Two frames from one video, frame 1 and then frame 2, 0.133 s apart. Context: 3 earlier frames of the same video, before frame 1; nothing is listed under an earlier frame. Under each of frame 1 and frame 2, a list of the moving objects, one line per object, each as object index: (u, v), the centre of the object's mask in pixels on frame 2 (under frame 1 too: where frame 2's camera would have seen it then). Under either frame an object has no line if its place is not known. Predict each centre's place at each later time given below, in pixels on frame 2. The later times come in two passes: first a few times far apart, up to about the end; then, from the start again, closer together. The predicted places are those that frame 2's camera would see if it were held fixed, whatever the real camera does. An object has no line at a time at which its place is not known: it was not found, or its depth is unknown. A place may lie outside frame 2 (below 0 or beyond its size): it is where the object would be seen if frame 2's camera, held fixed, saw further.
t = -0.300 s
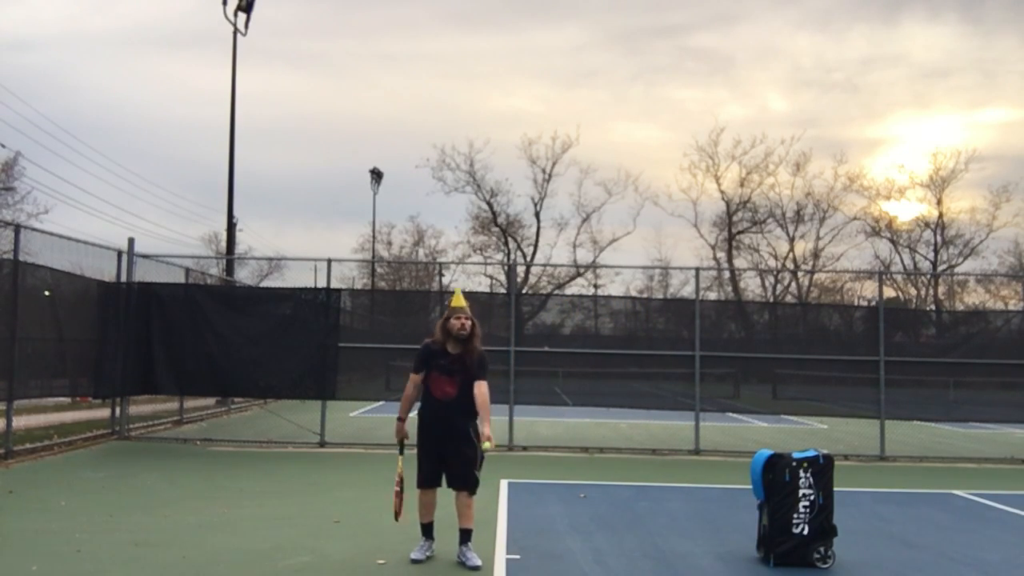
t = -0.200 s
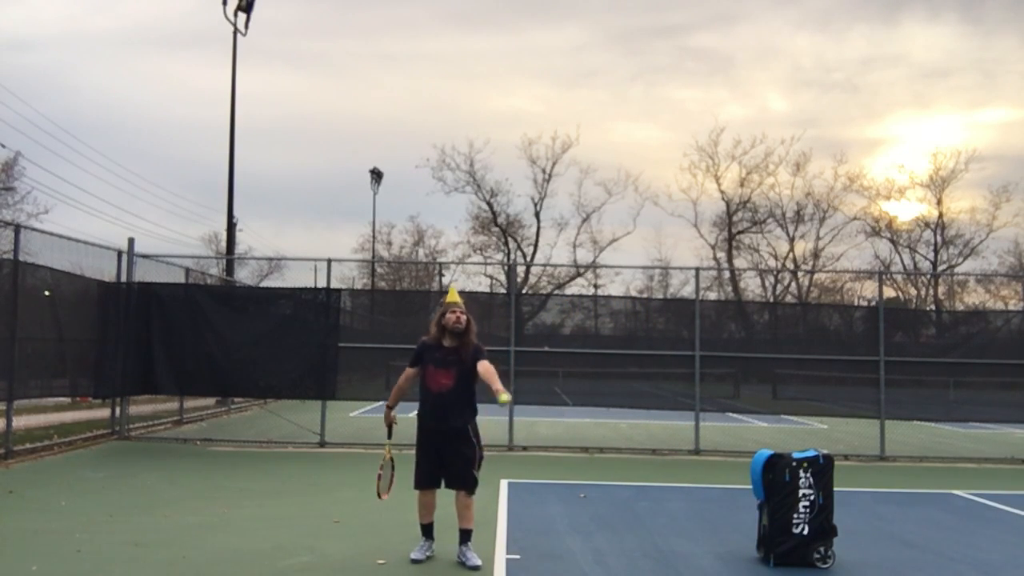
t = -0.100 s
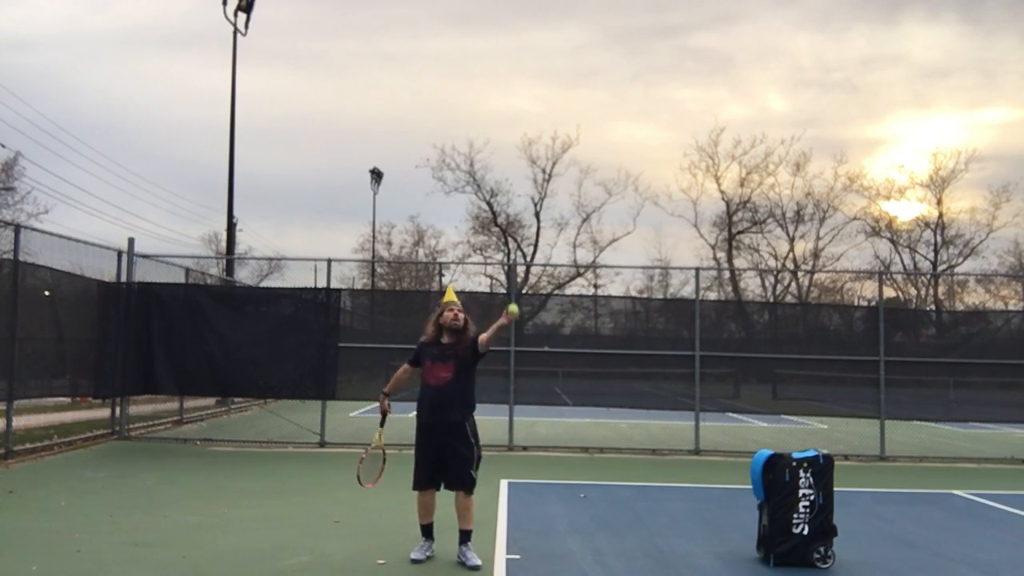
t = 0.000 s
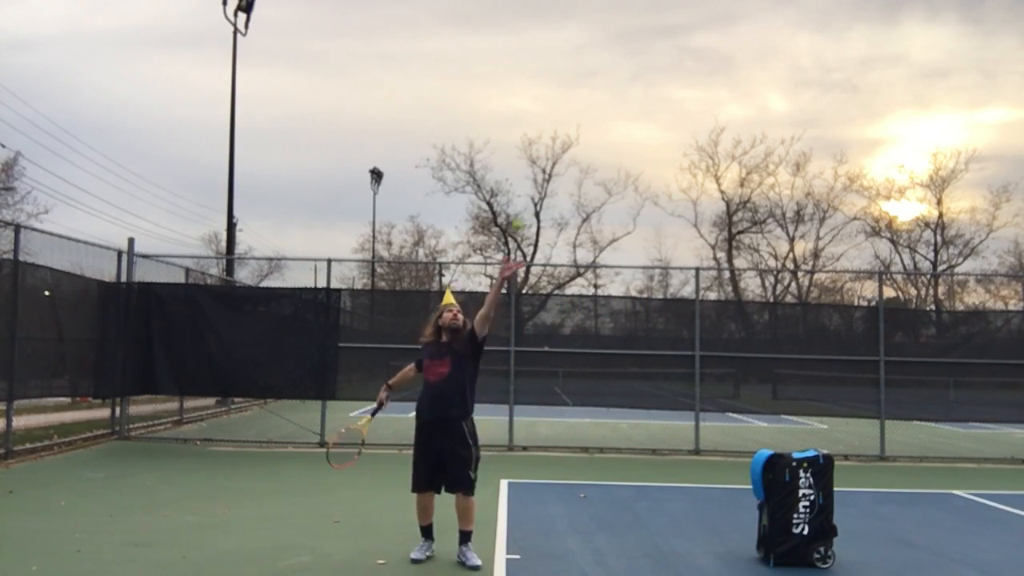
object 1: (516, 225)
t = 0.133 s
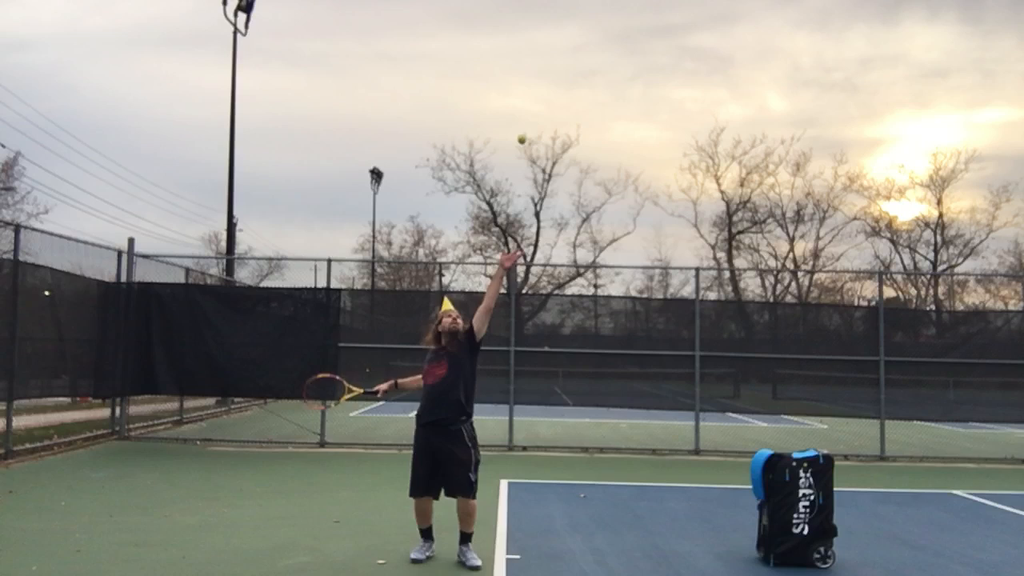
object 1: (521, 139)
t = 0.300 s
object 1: (526, 71)
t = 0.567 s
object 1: (532, 44)
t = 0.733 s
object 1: (535, 75)
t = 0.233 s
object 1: (524, 93)
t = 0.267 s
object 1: (525, 81)
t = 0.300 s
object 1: (526, 71)
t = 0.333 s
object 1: (527, 62)
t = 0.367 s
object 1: (528, 55)
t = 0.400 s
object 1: (529, 49)
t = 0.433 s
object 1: (530, 45)
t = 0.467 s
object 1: (530, 43)
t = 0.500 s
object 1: (531, 42)
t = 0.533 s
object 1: (532, 42)
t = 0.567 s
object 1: (532, 44)
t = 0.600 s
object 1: (533, 47)
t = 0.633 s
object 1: (534, 52)
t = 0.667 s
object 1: (534, 58)
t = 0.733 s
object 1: (535, 75)
